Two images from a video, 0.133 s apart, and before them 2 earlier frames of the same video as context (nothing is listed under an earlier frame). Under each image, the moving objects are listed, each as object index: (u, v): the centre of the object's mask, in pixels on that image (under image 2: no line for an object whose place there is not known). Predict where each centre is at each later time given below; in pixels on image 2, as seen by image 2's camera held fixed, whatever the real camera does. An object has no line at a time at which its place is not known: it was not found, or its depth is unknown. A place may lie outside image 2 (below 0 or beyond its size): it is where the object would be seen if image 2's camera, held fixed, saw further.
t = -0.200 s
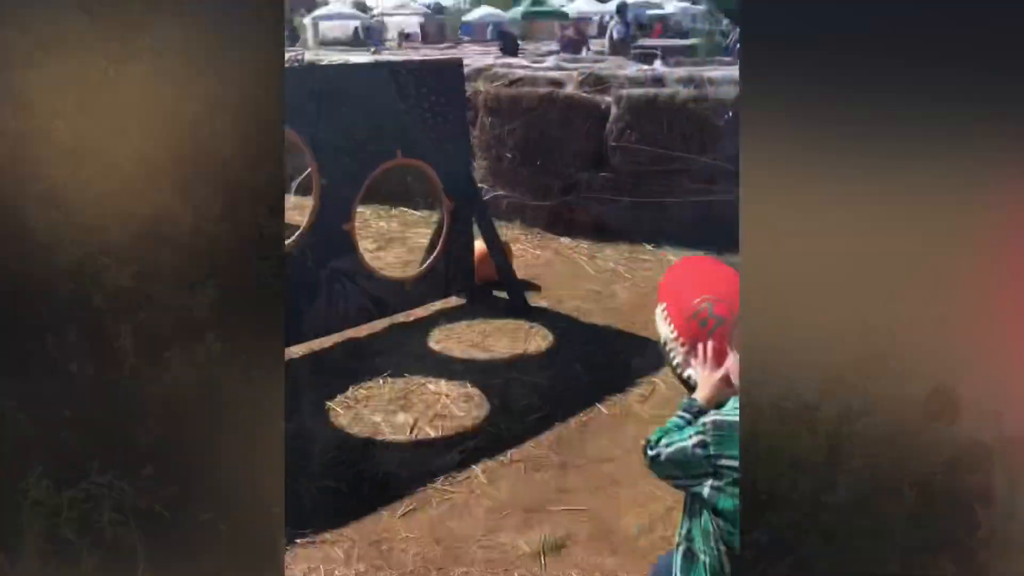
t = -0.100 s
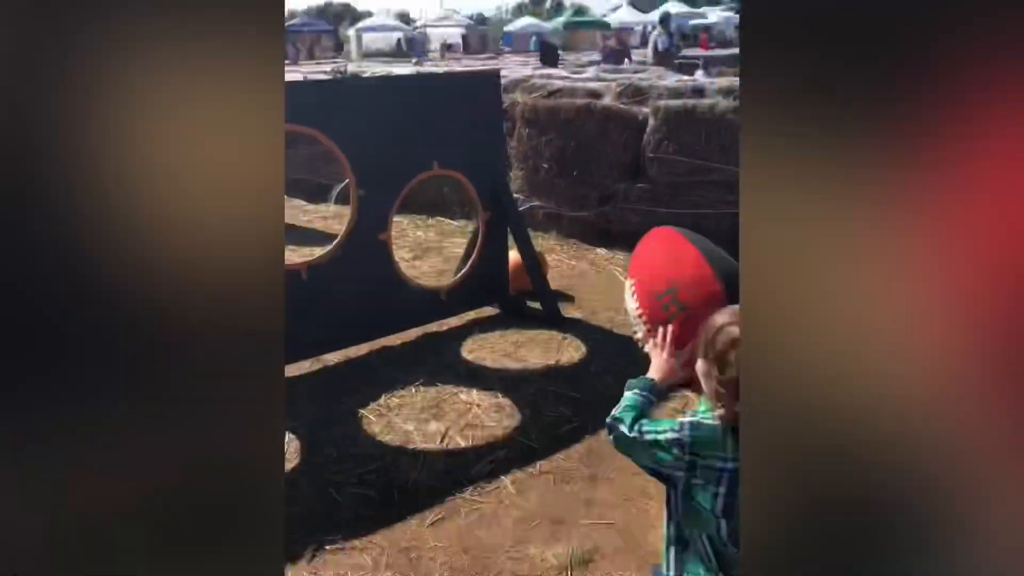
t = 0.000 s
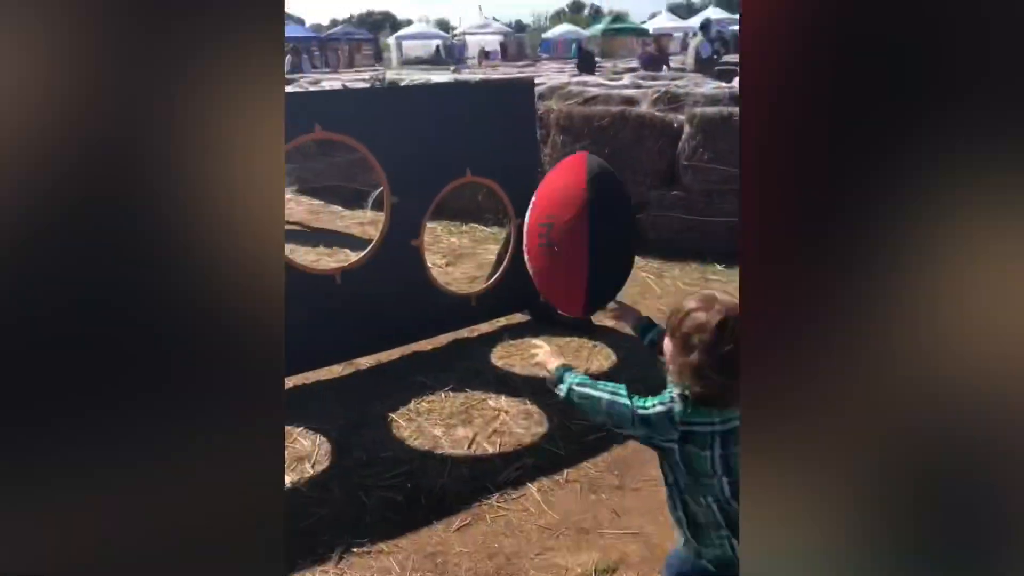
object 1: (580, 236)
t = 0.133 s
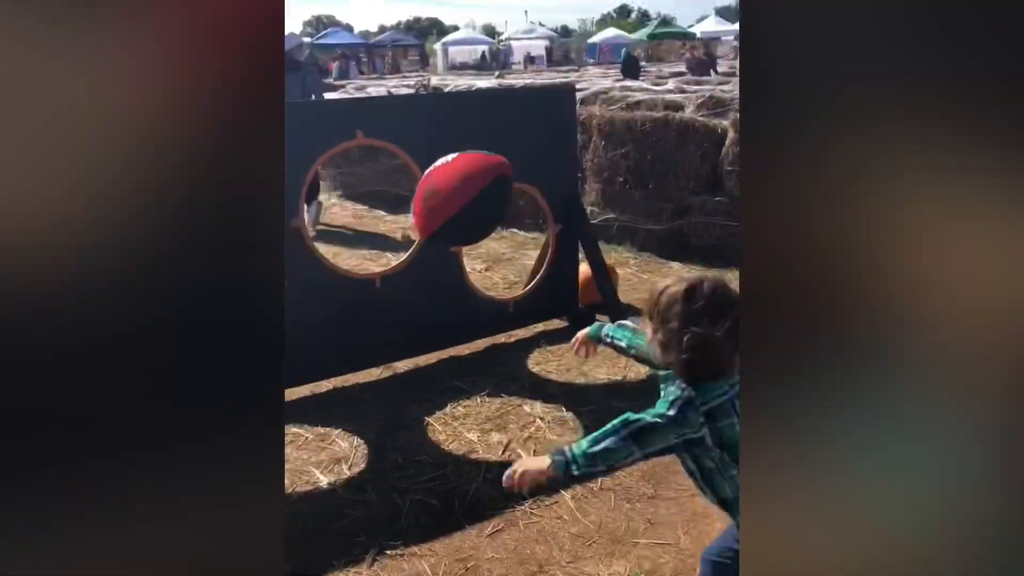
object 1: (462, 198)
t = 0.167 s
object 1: (435, 199)
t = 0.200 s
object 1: (411, 202)
